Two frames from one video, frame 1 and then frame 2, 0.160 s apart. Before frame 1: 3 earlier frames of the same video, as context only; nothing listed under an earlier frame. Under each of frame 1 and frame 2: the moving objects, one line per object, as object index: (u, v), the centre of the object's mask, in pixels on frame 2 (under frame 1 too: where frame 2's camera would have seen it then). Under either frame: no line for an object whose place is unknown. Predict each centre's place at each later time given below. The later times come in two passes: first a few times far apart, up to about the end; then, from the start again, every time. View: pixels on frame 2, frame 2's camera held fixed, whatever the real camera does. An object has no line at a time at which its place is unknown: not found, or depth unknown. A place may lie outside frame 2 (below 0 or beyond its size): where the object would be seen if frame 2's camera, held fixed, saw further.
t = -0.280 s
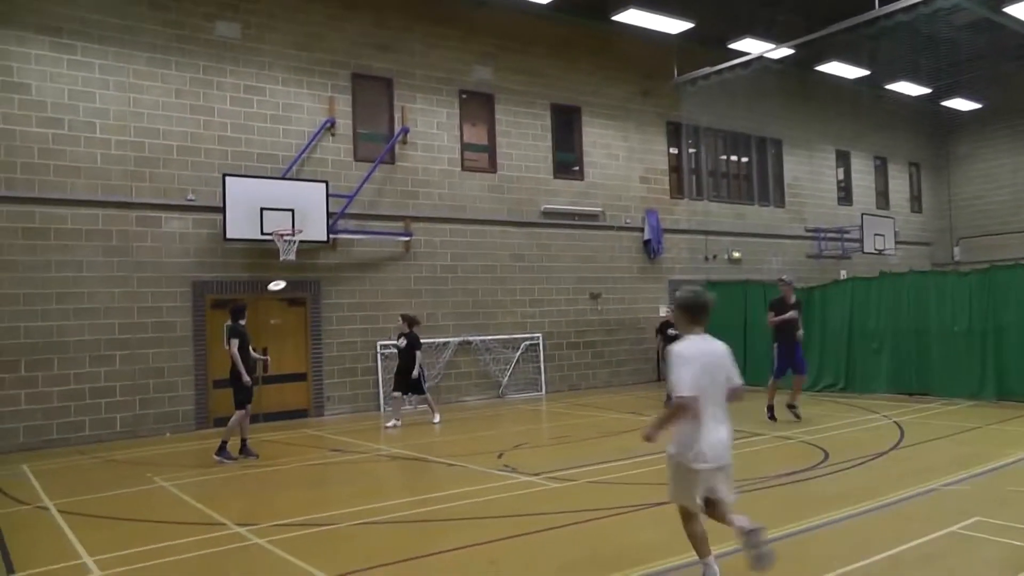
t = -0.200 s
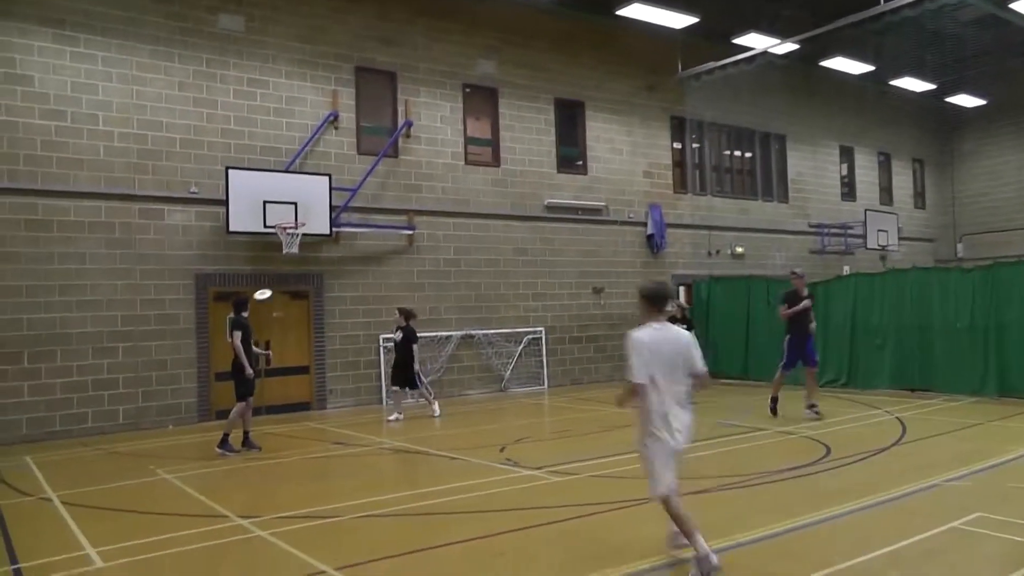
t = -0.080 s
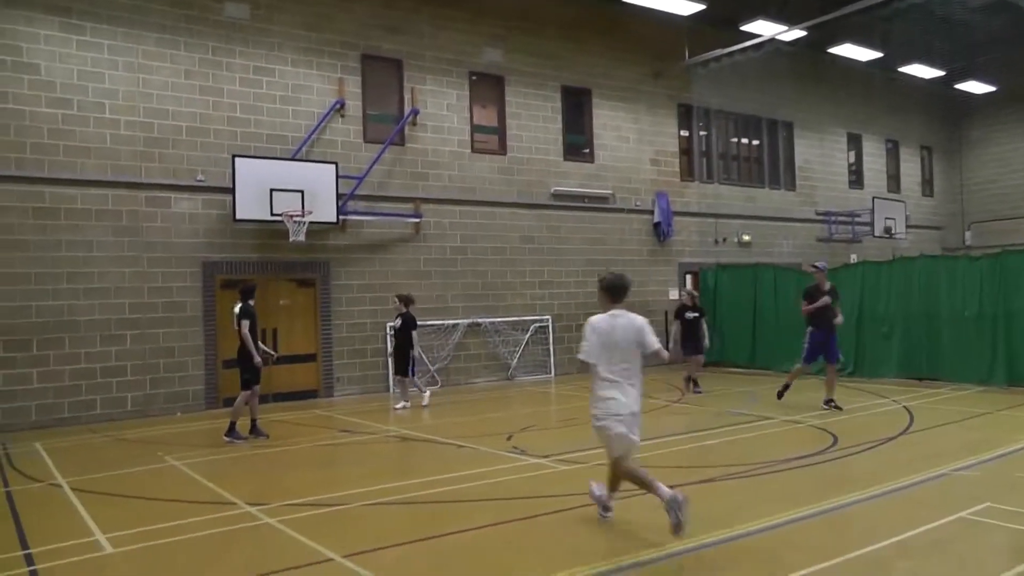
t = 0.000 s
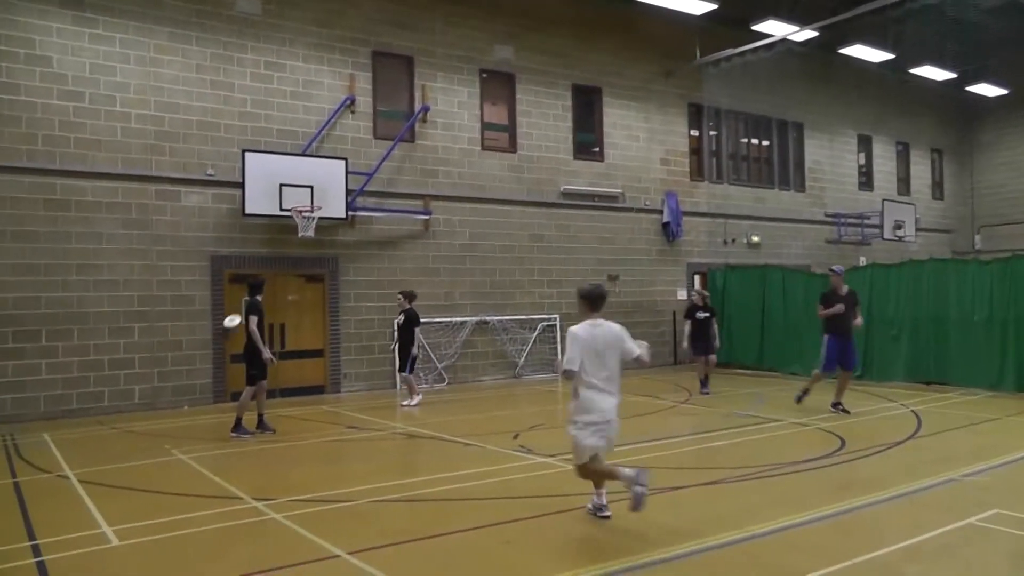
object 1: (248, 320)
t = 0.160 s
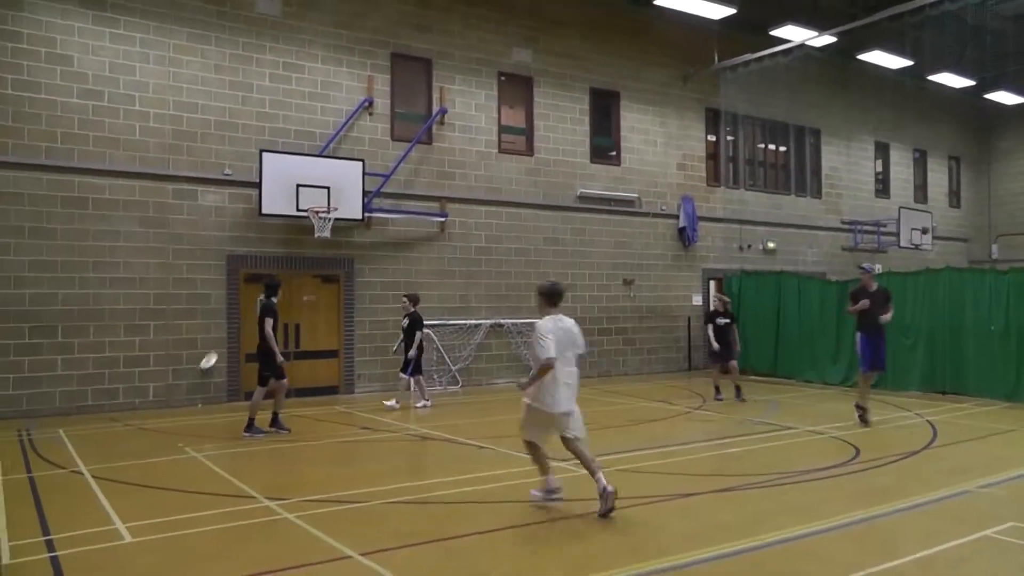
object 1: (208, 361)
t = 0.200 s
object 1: (198, 373)
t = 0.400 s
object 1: (147, 400)
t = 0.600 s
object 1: (98, 407)
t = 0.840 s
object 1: (43, 418)
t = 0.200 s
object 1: (198, 373)
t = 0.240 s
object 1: (187, 386)
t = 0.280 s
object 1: (177, 399)
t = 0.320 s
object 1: (166, 404)
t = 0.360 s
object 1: (156, 402)
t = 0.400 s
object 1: (147, 400)
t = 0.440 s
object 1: (137, 400)
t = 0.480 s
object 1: (127, 401)
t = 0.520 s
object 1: (118, 401)
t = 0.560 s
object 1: (108, 404)
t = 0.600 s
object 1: (98, 407)
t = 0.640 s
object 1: (89, 411)
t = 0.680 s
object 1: (80, 413)
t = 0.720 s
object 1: (71, 413)
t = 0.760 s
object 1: (61, 414)
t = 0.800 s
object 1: (53, 416)
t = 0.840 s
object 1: (43, 418)
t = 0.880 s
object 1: (35, 418)
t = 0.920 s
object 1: (26, 420)
